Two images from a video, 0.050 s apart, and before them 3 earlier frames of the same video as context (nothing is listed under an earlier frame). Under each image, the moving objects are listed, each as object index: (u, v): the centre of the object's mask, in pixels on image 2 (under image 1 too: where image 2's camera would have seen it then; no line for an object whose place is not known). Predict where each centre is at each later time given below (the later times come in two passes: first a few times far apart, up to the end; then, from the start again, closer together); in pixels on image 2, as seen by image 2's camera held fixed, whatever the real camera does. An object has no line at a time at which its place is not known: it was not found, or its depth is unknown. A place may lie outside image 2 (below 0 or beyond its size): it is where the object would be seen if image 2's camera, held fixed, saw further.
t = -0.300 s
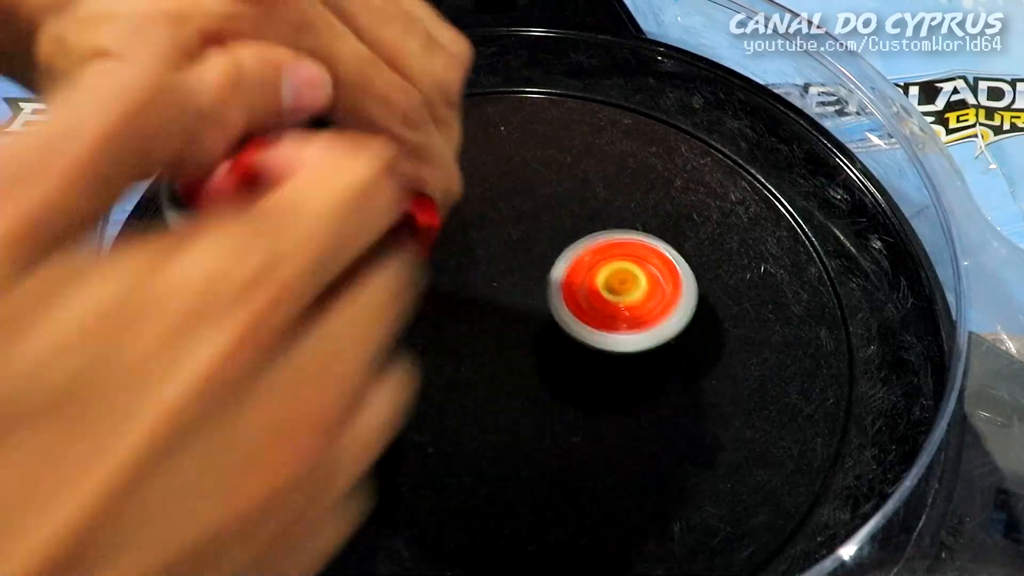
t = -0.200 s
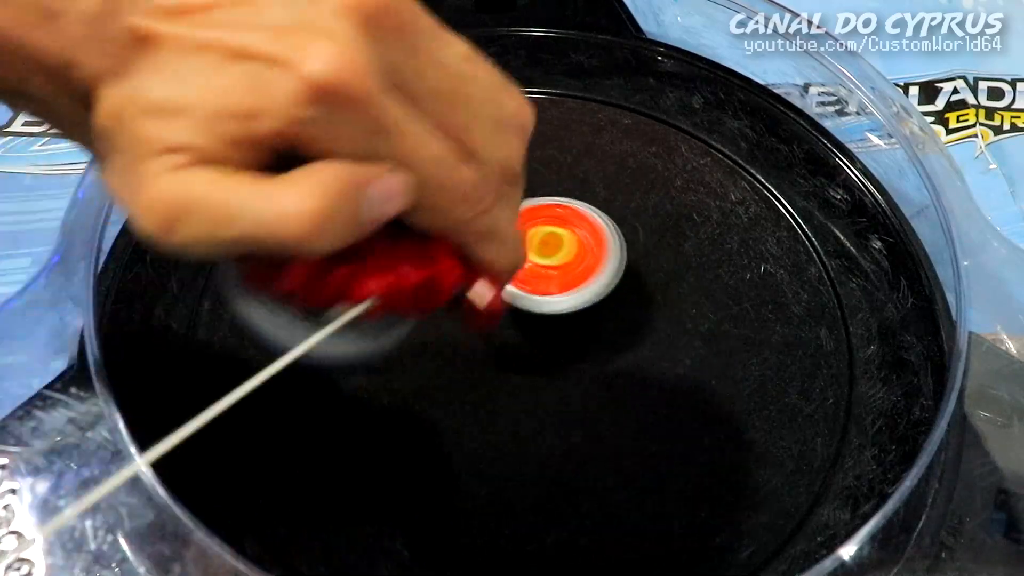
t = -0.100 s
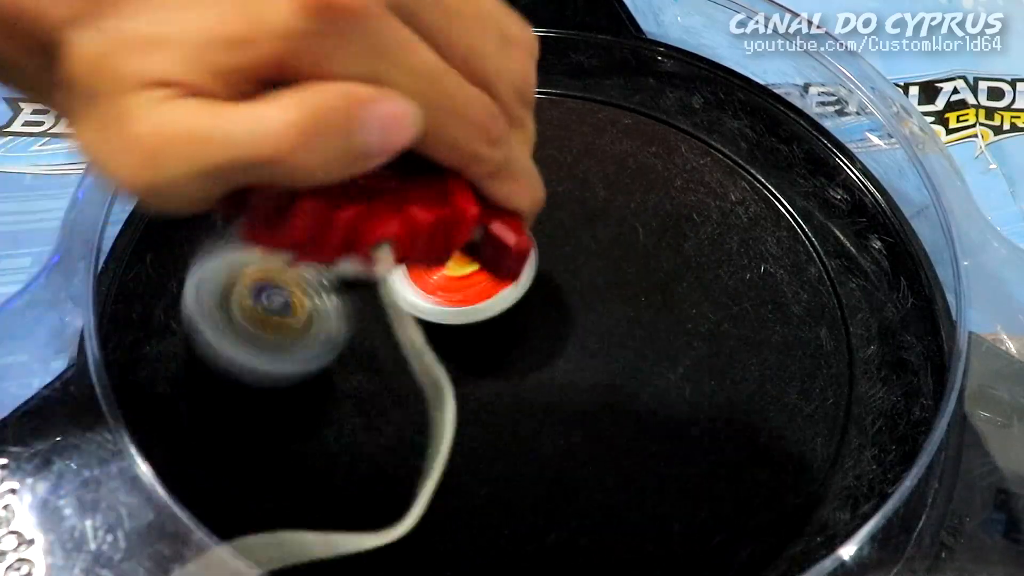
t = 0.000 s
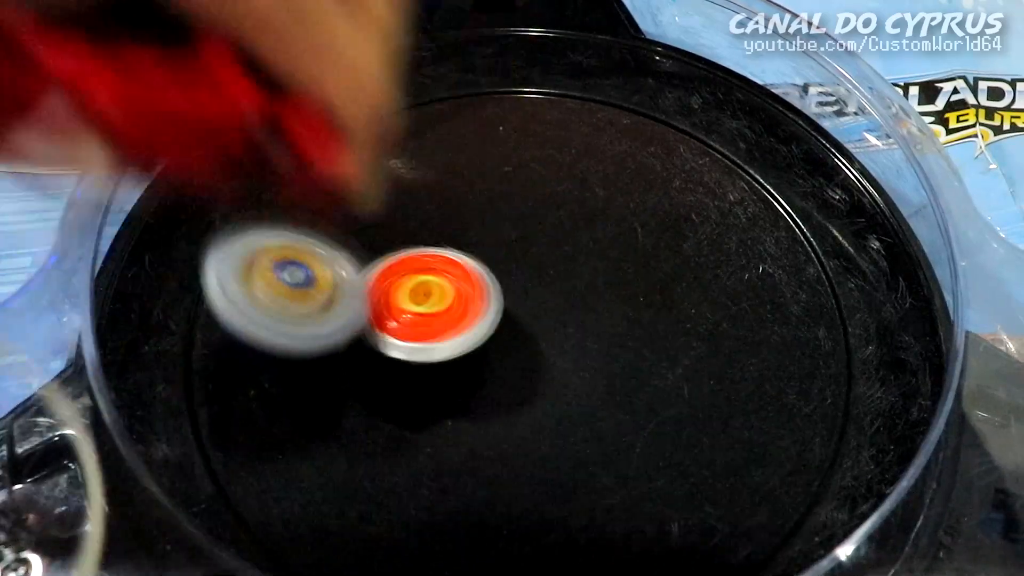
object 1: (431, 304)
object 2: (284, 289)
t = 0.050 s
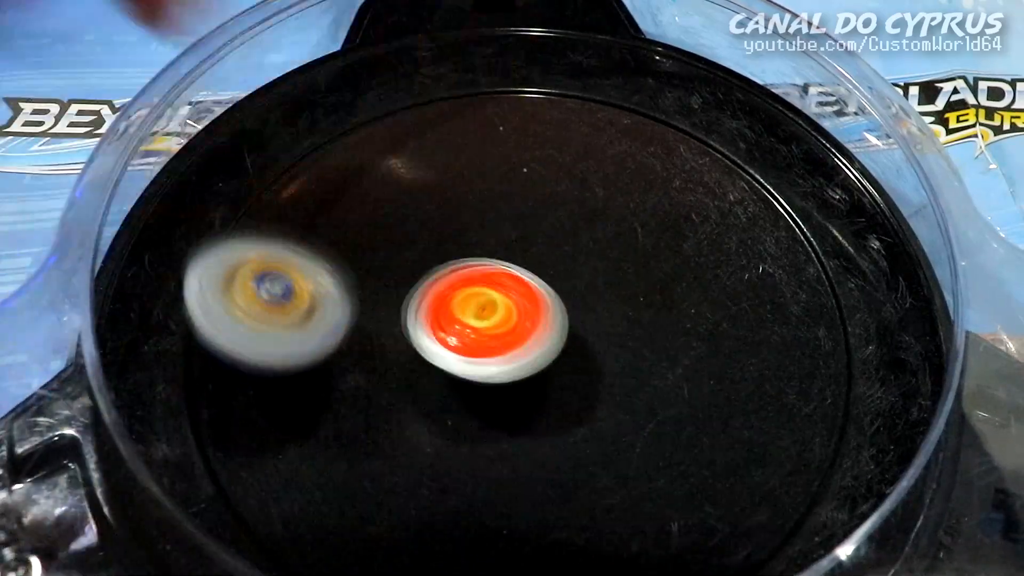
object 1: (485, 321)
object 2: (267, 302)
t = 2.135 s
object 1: (248, 268)
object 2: (485, 417)
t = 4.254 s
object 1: (570, 363)
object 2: (252, 206)
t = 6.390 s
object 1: (555, 300)
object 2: (359, 143)
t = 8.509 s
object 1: (537, 338)
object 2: (335, 242)
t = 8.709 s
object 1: (515, 307)
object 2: (489, 131)
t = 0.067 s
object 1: (504, 328)
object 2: (263, 313)
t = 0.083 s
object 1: (524, 333)
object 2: (266, 316)
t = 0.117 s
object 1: (558, 345)
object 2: (281, 315)
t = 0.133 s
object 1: (574, 351)
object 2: (291, 323)
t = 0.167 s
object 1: (602, 362)
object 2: (315, 336)
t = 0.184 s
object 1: (614, 369)
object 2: (333, 341)
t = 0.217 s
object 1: (631, 381)
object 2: (371, 352)
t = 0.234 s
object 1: (635, 385)
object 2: (394, 360)
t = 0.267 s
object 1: (641, 394)
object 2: (438, 373)
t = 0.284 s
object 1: (641, 393)
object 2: (463, 380)
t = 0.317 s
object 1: (688, 386)
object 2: (472, 391)
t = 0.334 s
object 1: (723, 375)
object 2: (466, 395)
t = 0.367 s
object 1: (781, 348)
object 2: (455, 415)
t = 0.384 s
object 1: (807, 335)
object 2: (450, 427)
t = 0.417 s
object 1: (843, 306)
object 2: (445, 438)
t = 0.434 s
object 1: (854, 290)
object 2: (444, 444)
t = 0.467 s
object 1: (858, 260)
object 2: (446, 455)
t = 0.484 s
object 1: (857, 245)
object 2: (449, 460)
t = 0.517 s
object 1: (850, 217)
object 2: (457, 469)
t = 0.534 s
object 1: (842, 203)
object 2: (463, 473)
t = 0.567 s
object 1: (822, 177)
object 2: (476, 481)
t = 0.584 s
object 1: (809, 165)
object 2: (483, 483)
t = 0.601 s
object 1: (794, 154)
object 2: (492, 484)
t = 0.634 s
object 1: (761, 133)
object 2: (508, 489)
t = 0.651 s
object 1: (743, 122)
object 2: (517, 490)
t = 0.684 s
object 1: (702, 108)
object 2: (536, 489)
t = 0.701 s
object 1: (679, 105)
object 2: (546, 489)
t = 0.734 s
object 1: (629, 102)
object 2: (564, 486)
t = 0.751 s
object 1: (605, 103)
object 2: (573, 484)
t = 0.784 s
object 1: (553, 113)
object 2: (590, 477)
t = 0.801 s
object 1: (527, 119)
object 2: (598, 473)
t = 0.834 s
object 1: (477, 139)
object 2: (613, 464)
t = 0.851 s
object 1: (454, 150)
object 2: (620, 458)
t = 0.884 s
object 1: (407, 181)
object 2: (631, 445)
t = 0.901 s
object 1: (386, 198)
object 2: (636, 439)
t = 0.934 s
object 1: (352, 229)
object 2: (644, 427)
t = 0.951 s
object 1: (336, 251)
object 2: (647, 419)
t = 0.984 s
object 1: (316, 291)
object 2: (651, 404)
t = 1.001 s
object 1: (312, 310)
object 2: (653, 395)
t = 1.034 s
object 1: (309, 360)
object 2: (654, 380)
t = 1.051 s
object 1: (312, 382)
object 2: (653, 372)
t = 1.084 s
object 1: (327, 428)
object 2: (651, 355)
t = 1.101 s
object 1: (339, 450)
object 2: (648, 348)
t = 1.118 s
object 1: (356, 473)
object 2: (645, 339)
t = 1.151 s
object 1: (394, 503)
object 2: (638, 324)
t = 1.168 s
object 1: (417, 512)
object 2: (634, 317)
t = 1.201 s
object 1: (468, 520)
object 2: (626, 302)
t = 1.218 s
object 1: (494, 525)
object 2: (621, 296)
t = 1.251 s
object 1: (544, 523)
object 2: (612, 283)
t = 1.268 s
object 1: (568, 522)
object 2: (607, 277)
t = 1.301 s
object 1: (617, 517)
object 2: (597, 267)
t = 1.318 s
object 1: (641, 513)
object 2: (592, 263)
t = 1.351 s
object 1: (690, 493)
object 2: (582, 256)
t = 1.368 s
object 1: (712, 480)
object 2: (579, 250)
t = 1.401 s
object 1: (741, 445)
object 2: (569, 247)
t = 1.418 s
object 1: (752, 429)
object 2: (565, 246)
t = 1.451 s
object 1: (764, 391)
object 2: (558, 244)
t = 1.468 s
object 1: (765, 371)
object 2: (554, 245)
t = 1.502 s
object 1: (758, 331)
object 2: (547, 245)
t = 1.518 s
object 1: (751, 311)
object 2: (545, 244)
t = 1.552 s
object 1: (731, 274)
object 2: (540, 248)
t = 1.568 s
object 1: (719, 259)
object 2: (539, 250)
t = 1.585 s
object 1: (703, 243)
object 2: (537, 251)
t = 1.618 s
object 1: (671, 214)
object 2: (530, 256)
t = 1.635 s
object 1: (661, 200)
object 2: (521, 259)
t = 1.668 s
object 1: (638, 178)
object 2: (504, 263)
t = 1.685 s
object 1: (625, 171)
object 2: (496, 266)
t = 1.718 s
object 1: (592, 156)
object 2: (482, 271)
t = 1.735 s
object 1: (575, 154)
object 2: (475, 273)
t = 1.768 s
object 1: (539, 151)
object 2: (464, 280)
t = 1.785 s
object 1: (521, 153)
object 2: (461, 283)
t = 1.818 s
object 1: (482, 162)
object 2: (454, 290)
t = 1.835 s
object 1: (464, 151)
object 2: (452, 304)
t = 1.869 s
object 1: (431, 131)
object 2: (450, 338)
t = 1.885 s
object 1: (414, 126)
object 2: (450, 353)
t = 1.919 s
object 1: (380, 118)
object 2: (452, 382)
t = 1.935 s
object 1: (363, 119)
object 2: (455, 397)
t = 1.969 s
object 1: (329, 124)
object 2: (459, 417)
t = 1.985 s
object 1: (315, 131)
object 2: (462, 425)
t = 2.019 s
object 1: (286, 150)
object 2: (467, 435)
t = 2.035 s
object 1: (275, 163)
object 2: (471, 438)
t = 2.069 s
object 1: (259, 193)
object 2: (478, 437)
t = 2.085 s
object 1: (252, 213)
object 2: (481, 435)
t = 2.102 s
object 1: (248, 230)
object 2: (482, 431)
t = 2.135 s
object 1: (248, 268)
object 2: (485, 417)
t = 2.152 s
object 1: (254, 288)
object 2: (487, 409)
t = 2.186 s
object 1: (272, 328)
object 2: (488, 386)
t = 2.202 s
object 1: (287, 343)
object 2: (488, 372)
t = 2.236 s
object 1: (323, 378)
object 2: (489, 339)
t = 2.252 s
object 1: (347, 391)
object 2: (492, 322)
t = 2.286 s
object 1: (396, 418)
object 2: (496, 290)
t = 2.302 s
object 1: (422, 429)
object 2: (501, 271)
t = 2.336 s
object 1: (472, 443)
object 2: (516, 238)
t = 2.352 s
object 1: (496, 448)
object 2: (524, 222)
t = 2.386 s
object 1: (541, 448)
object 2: (544, 195)
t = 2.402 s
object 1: (563, 449)
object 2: (556, 183)
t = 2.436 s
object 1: (600, 439)
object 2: (579, 164)
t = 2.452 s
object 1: (616, 435)
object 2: (593, 156)
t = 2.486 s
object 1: (637, 417)
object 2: (622, 144)
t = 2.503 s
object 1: (646, 410)
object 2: (635, 140)
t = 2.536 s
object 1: (654, 386)
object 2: (666, 137)
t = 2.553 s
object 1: (655, 376)
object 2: (680, 139)
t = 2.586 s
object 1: (650, 354)
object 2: (708, 147)
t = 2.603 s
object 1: (645, 346)
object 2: (722, 154)
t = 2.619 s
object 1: (639, 337)
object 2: (737, 163)
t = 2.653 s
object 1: (623, 323)
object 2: (762, 188)
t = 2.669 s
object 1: (613, 313)
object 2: (773, 204)
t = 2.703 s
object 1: (594, 297)
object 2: (789, 239)
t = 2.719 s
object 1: (586, 287)
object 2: (792, 259)
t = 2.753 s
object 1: (568, 267)
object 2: (789, 301)
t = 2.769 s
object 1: (557, 259)
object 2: (781, 324)
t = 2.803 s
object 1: (534, 248)
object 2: (756, 367)
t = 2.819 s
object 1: (521, 246)
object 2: (737, 388)
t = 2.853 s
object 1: (496, 242)
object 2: (690, 420)
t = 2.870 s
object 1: (485, 239)
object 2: (664, 435)
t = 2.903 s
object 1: (466, 239)
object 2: (605, 453)
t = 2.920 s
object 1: (456, 239)
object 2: (573, 458)
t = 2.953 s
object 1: (442, 243)
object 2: (507, 461)
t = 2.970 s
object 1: (437, 246)
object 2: (476, 456)
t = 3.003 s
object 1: (429, 255)
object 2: (417, 442)
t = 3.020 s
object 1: (426, 260)
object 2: (389, 431)
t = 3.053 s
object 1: (424, 269)
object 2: (338, 402)
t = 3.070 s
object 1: (425, 272)
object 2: (316, 385)
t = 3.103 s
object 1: (430, 279)
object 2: (282, 346)
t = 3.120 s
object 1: (433, 282)
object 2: (266, 327)
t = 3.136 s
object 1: (440, 283)
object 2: (254, 303)
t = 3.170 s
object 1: (457, 289)
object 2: (238, 260)
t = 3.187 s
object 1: (465, 292)
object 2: (237, 240)
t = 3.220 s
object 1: (485, 304)
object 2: (236, 199)
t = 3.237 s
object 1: (495, 309)
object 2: (243, 179)
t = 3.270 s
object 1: (514, 317)
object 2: (273, 153)
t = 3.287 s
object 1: (525, 319)
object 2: (293, 141)
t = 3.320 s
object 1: (541, 320)
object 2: (331, 121)
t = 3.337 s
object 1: (547, 319)
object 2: (352, 110)
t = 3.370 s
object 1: (560, 313)
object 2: (394, 91)
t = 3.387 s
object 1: (564, 309)
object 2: (415, 84)
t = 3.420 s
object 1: (571, 297)
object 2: (460, 74)
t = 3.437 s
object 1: (573, 291)
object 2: (482, 72)
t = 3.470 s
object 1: (574, 282)
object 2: (533, 73)
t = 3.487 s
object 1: (574, 280)
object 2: (554, 78)
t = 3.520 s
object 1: (572, 280)
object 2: (601, 96)
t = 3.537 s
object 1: (569, 280)
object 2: (622, 108)
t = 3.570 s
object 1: (562, 282)
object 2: (661, 139)
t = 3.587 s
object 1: (557, 281)
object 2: (678, 158)
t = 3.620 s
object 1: (549, 279)
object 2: (703, 201)
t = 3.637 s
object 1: (546, 278)
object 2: (714, 226)
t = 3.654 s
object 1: (542, 279)
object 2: (721, 252)
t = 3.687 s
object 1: (532, 283)
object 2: (729, 303)
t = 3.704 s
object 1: (528, 288)
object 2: (727, 330)
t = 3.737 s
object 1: (518, 300)
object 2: (715, 382)
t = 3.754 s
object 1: (513, 304)
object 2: (703, 408)
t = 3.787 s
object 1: (506, 312)
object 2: (669, 456)
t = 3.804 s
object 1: (503, 315)
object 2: (648, 476)
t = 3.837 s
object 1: (499, 322)
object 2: (600, 504)
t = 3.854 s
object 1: (496, 326)
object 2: (570, 512)
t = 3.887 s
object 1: (495, 331)
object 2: (508, 523)
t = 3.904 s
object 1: (495, 334)
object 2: (475, 525)
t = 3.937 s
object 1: (496, 335)
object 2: (408, 526)
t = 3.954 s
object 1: (498, 337)
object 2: (374, 523)
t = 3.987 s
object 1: (500, 335)
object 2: (316, 514)
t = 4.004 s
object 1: (502, 335)
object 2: (288, 507)
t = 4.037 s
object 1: (507, 338)
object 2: (248, 478)
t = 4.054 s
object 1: (510, 339)
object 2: (239, 454)
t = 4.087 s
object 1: (515, 345)
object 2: (214, 409)
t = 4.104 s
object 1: (518, 348)
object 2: (209, 385)
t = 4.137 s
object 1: (527, 351)
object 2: (198, 341)
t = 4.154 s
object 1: (531, 353)
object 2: (196, 318)
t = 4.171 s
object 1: (537, 354)
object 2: (200, 295)
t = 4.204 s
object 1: (552, 357)
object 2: (212, 254)
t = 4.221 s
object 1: (559, 359)
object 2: (222, 236)
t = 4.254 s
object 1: (570, 363)
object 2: (252, 206)
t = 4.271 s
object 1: (572, 365)
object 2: (270, 192)
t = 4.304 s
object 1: (575, 364)
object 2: (312, 169)
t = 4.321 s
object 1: (576, 363)
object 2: (337, 161)
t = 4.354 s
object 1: (577, 358)
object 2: (385, 150)
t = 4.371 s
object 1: (579, 355)
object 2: (408, 146)
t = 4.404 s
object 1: (582, 349)
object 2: (457, 146)
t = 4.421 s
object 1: (582, 347)
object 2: (484, 148)
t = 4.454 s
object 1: (579, 347)
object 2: (533, 156)
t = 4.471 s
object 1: (574, 345)
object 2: (558, 163)
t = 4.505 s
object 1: (565, 343)
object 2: (604, 182)
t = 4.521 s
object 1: (562, 341)
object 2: (623, 193)
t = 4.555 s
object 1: (557, 332)
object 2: (664, 219)
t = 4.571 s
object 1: (555, 326)
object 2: (682, 233)
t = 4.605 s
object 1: (556, 316)
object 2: (713, 267)
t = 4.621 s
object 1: (556, 312)
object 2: (730, 283)
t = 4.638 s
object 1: (555, 310)
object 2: (738, 301)
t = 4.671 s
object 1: (554, 305)
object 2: (756, 342)
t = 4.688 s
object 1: (552, 303)
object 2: (761, 362)
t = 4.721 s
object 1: (543, 300)
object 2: (764, 404)
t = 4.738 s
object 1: (539, 299)
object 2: (764, 425)
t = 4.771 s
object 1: (525, 303)
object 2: (750, 467)
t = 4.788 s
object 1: (517, 305)
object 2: (738, 487)
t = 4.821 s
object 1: (499, 313)
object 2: (705, 512)
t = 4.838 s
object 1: (489, 319)
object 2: (685, 520)
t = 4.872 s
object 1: (472, 330)
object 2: (638, 532)
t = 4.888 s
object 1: (465, 333)
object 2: (611, 538)
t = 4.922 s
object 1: (457, 337)
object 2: (551, 542)
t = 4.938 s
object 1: (455, 339)
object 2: (520, 540)
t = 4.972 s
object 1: (455, 349)
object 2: (459, 535)
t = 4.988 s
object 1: (458, 355)
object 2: (429, 533)
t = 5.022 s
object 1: (469, 369)
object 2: (377, 517)
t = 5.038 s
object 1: (477, 375)
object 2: (359, 508)
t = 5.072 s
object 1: (497, 385)
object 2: (325, 474)
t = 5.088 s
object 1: (507, 388)
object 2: (313, 450)
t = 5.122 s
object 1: (520, 391)
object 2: (299, 406)
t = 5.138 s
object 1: (524, 391)
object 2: (296, 383)
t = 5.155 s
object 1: (527, 389)
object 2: (300, 361)
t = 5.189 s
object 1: (535, 384)
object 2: (305, 318)
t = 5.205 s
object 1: (541, 380)
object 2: (314, 296)
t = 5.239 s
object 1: (553, 372)
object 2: (335, 260)
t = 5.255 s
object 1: (559, 366)
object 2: (346, 244)
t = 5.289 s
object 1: (565, 356)
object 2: (375, 214)
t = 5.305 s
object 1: (566, 353)
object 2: (394, 201)
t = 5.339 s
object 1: (565, 348)
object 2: (429, 178)
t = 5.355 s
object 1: (561, 343)
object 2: (449, 169)
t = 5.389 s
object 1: (555, 336)
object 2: (491, 152)
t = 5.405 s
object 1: (551, 331)
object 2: (507, 149)
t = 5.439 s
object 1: (545, 318)
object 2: (549, 139)
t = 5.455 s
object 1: (544, 311)
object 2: (571, 138)
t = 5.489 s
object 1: (542, 299)
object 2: (611, 138)
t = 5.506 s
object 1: (543, 294)
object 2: (631, 138)
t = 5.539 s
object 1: (546, 288)
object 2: (669, 147)
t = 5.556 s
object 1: (548, 287)
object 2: (686, 154)
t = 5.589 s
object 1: (547, 285)
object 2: (720, 171)
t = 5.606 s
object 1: (547, 285)
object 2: (738, 182)
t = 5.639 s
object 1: (544, 284)
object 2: (766, 207)
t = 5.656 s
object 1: (541, 286)
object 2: (778, 221)
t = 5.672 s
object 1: (538, 288)
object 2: (788, 239)
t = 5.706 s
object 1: (534, 292)
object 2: (801, 273)
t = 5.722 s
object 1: (531, 294)
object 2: (806, 290)
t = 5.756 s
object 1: (523, 296)
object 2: (803, 331)
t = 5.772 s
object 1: (520, 296)
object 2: (796, 351)
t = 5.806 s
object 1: (510, 297)
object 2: (773, 390)
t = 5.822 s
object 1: (505, 300)
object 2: (758, 408)
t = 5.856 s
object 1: (496, 303)
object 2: (720, 439)
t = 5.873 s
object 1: (492, 304)
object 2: (696, 452)
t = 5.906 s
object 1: (486, 306)
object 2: (644, 471)
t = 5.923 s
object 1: (485, 307)
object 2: (615, 477)
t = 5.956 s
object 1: (484, 307)
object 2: (559, 482)
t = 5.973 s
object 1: (485, 308)
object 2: (529, 480)
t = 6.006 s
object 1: (488, 310)
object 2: (477, 470)
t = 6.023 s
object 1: (489, 310)
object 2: (451, 462)
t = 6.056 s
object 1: (491, 313)
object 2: (408, 440)
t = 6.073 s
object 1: (493, 314)
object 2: (388, 428)
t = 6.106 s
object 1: (493, 314)
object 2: (357, 398)
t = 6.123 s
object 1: (493, 314)
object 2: (343, 382)
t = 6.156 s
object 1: (494, 312)
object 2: (323, 349)
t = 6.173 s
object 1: (495, 309)
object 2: (314, 331)
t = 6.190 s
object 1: (496, 306)
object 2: (307, 313)
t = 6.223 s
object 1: (502, 301)
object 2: (300, 280)
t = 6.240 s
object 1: (508, 297)
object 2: (299, 264)
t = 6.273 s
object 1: (522, 294)
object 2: (303, 232)
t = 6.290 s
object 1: (529, 294)
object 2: (306, 217)
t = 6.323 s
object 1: (542, 297)
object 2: (320, 189)
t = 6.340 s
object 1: (548, 299)
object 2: (326, 176)
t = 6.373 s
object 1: (554, 299)
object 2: (348, 152)
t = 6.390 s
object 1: (555, 300)
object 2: (359, 143)
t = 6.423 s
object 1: (553, 299)
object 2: (387, 125)
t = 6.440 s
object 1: (551, 298)
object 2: (401, 118)
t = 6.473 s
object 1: (545, 293)
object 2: (434, 108)
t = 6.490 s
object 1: (540, 292)
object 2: (451, 104)
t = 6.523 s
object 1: (529, 293)
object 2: (489, 103)
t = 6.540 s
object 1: (524, 293)
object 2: (511, 105)
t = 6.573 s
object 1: (515, 295)
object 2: (548, 113)
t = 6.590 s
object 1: (511, 295)
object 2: (569, 122)
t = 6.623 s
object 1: (504, 295)
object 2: (605, 141)
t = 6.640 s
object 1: (501, 294)
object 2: (623, 154)
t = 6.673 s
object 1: (498, 292)
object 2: (651, 184)
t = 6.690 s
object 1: (499, 290)
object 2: (665, 200)
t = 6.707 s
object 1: (501, 289)
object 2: (675, 219)
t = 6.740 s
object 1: (505, 286)
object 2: (691, 256)
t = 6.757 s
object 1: (508, 286)
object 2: (698, 279)
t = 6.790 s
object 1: (515, 287)
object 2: (701, 318)
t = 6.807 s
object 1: (517, 290)
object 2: (702, 340)
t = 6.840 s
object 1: (518, 293)
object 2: (691, 378)
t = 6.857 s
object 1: (517, 293)
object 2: (684, 397)
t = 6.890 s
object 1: (513, 298)
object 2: (660, 431)
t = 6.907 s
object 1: (512, 301)
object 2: (648, 445)
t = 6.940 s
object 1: (509, 308)
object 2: (612, 474)
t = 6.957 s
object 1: (507, 311)
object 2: (595, 485)
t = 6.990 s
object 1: (502, 318)
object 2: (551, 501)
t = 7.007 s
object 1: (500, 320)
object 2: (531, 505)
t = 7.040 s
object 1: (493, 323)
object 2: (485, 509)
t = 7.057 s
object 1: (490, 323)
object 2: (463, 509)
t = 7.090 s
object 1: (484, 320)
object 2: (417, 508)
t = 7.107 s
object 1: (482, 315)
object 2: (395, 506)
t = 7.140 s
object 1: (483, 308)
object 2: (353, 496)
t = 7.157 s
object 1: (486, 304)
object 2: (333, 488)
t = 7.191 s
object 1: (492, 301)
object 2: (301, 467)
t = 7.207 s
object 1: (493, 303)
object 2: (285, 453)
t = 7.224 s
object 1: (494, 304)
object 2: (275, 437)
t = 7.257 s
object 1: (497, 312)
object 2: (255, 406)
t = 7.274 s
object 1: (502, 317)
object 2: (251, 390)
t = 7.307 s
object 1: (511, 330)
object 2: (245, 354)
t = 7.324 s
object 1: (518, 338)
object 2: (246, 336)
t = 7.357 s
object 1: (527, 350)
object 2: (258, 299)
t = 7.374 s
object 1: (530, 358)
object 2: (266, 284)
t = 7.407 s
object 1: (531, 368)
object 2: (292, 252)
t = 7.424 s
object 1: (528, 373)
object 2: (305, 240)
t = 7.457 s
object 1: (521, 376)
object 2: (337, 218)
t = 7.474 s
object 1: (514, 377)
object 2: (357, 208)
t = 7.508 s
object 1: (502, 371)
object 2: (392, 193)
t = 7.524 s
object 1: (498, 365)
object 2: (415, 187)
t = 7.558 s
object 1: (494, 359)
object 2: (454, 181)
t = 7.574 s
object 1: (494, 356)
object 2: (477, 178)
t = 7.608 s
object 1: (498, 353)
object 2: (520, 176)
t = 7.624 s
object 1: (503, 352)
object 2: (540, 179)
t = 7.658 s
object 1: (517, 351)
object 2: (582, 187)
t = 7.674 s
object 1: (523, 349)
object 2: (599, 191)
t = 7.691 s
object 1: (529, 347)
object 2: (618, 197)
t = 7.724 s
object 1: (539, 342)
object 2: (654, 212)
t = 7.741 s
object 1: (543, 340)
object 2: (669, 222)
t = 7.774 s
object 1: (548, 337)
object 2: (701, 241)
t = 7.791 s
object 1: (550, 336)
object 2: (713, 252)
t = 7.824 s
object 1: (551, 337)
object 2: (739, 279)
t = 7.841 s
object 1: (551, 337)
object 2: (748, 291)
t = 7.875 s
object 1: (548, 339)
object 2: (765, 321)
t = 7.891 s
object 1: (546, 340)
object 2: (771, 336)
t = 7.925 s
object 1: (537, 343)
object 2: (777, 369)
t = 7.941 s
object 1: (531, 343)
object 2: (778, 384)
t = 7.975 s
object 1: (517, 343)
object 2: (770, 419)
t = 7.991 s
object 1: (509, 341)
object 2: (763, 434)
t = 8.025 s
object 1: (494, 333)
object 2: (741, 464)
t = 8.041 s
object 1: (489, 329)
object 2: (725, 480)
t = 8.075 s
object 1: (480, 316)
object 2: (691, 500)
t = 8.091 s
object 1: (479, 310)
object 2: (669, 506)
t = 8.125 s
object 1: (480, 302)
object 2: (623, 513)
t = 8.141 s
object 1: (482, 299)
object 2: (598, 515)
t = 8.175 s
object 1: (484, 300)
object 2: (545, 511)
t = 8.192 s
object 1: (483, 303)
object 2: (519, 509)
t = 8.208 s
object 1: (484, 306)
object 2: (496, 505)
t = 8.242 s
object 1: (483, 317)
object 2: (452, 486)
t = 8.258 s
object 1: (485, 320)
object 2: (429, 473)
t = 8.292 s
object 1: (489, 330)
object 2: (397, 445)
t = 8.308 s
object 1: (492, 331)
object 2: (383, 429)
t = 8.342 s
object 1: (506, 326)
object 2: (355, 401)
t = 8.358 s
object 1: (512, 324)
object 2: (346, 386)
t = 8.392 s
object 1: (525, 322)
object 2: (331, 354)
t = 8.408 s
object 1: (531, 322)
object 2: (326, 339)
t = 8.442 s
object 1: (540, 325)
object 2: (323, 306)
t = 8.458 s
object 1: (542, 328)
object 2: (323, 290)
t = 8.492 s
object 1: (541, 333)
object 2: (330, 259)
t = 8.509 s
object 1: (537, 338)
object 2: (335, 242)
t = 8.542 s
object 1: (527, 340)
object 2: (352, 215)
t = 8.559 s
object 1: (519, 338)
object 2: (363, 202)
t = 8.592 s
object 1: (507, 331)
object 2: (384, 178)
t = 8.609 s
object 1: (504, 326)
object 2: (397, 169)
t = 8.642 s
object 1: (500, 317)
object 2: (428, 151)
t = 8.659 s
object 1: (501, 315)
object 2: (442, 145)
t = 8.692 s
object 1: (510, 308)
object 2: (471, 134)
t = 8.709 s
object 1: (515, 307)
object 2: (489, 131)
